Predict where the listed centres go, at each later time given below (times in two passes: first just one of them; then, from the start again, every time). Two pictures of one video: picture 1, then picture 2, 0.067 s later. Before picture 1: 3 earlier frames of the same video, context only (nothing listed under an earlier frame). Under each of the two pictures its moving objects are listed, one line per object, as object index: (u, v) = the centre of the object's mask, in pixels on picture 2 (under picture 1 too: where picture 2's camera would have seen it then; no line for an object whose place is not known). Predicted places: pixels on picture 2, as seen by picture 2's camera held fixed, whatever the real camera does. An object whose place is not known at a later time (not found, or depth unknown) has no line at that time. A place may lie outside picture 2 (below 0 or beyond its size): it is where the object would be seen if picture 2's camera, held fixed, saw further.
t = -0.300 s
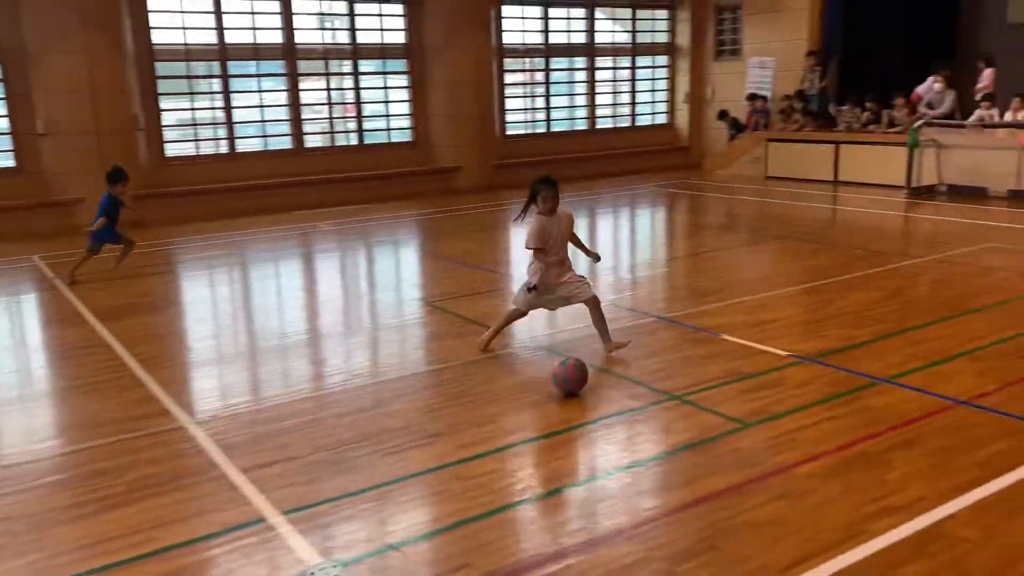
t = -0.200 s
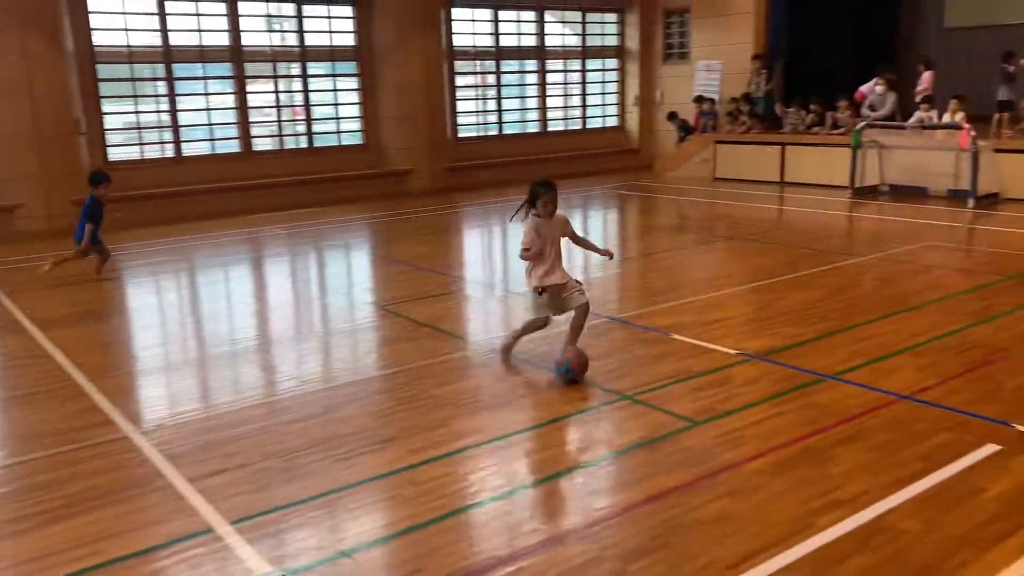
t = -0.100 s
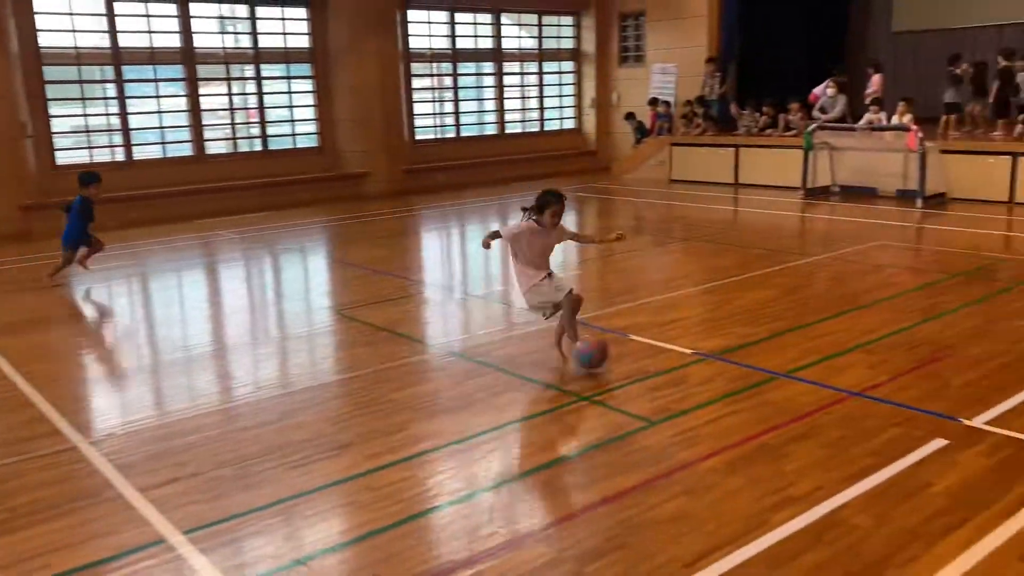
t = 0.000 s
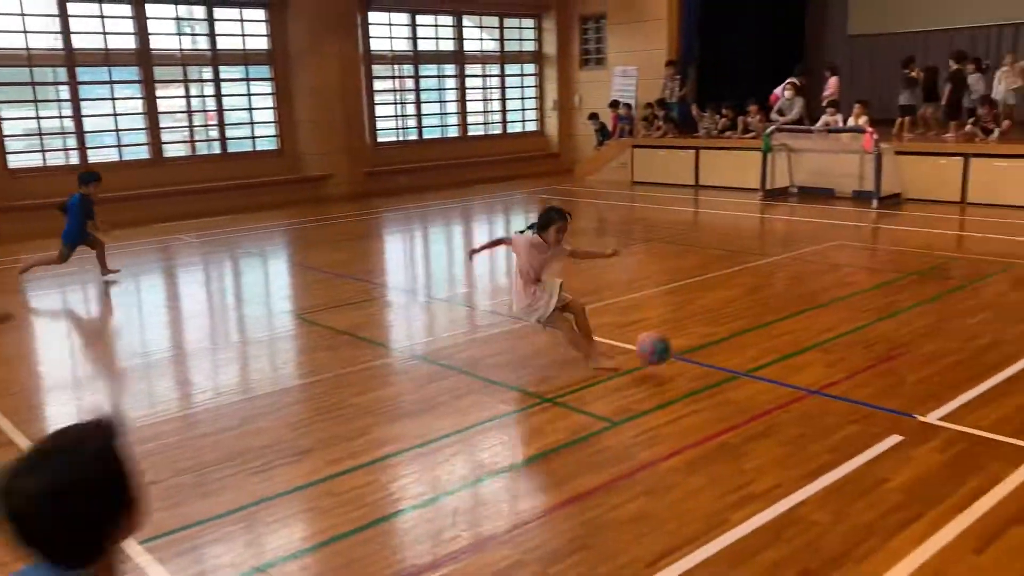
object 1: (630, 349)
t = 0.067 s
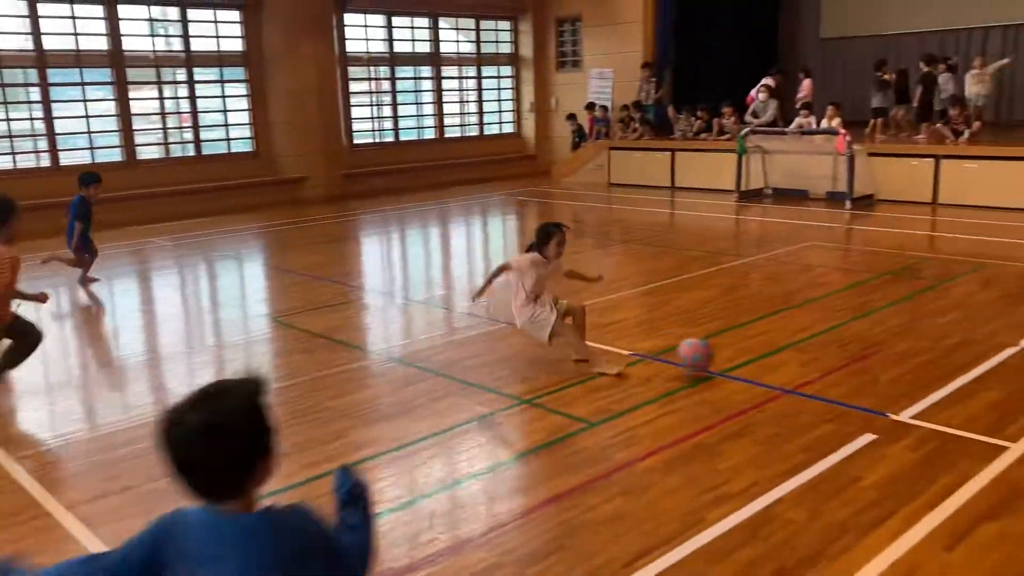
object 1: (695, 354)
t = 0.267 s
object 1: (863, 348)
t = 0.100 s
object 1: (724, 360)
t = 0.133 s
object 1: (754, 358)
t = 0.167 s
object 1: (782, 351)
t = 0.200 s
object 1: (808, 348)
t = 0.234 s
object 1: (835, 347)
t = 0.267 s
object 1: (863, 348)
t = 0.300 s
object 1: (890, 350)
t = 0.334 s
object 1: (917, 355)
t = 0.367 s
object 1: (939, 351)
